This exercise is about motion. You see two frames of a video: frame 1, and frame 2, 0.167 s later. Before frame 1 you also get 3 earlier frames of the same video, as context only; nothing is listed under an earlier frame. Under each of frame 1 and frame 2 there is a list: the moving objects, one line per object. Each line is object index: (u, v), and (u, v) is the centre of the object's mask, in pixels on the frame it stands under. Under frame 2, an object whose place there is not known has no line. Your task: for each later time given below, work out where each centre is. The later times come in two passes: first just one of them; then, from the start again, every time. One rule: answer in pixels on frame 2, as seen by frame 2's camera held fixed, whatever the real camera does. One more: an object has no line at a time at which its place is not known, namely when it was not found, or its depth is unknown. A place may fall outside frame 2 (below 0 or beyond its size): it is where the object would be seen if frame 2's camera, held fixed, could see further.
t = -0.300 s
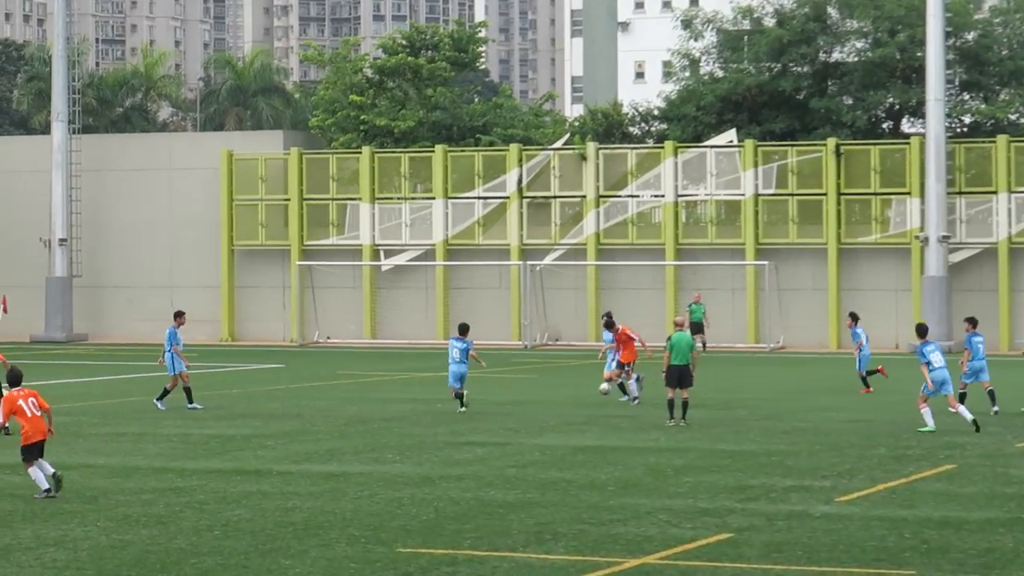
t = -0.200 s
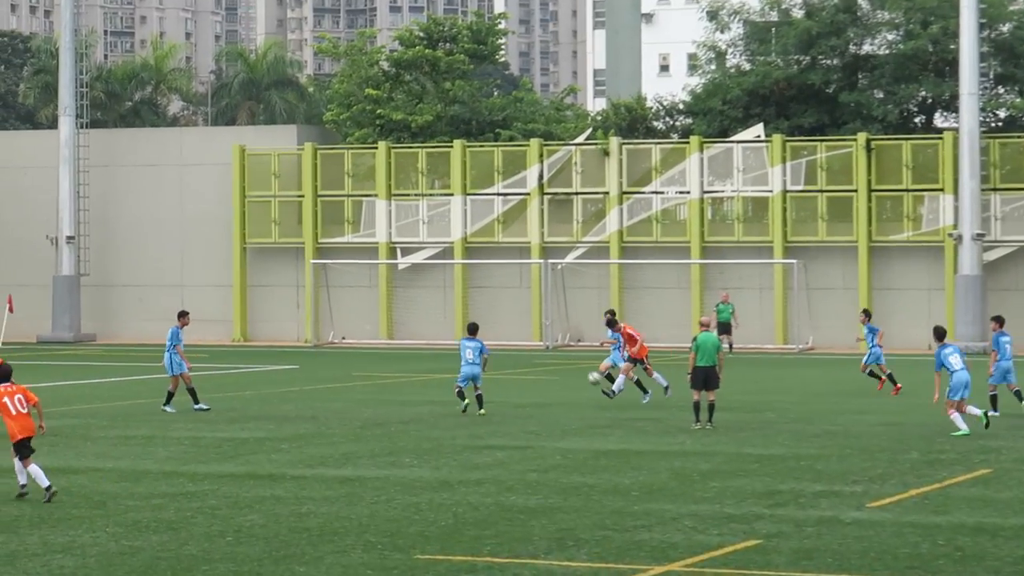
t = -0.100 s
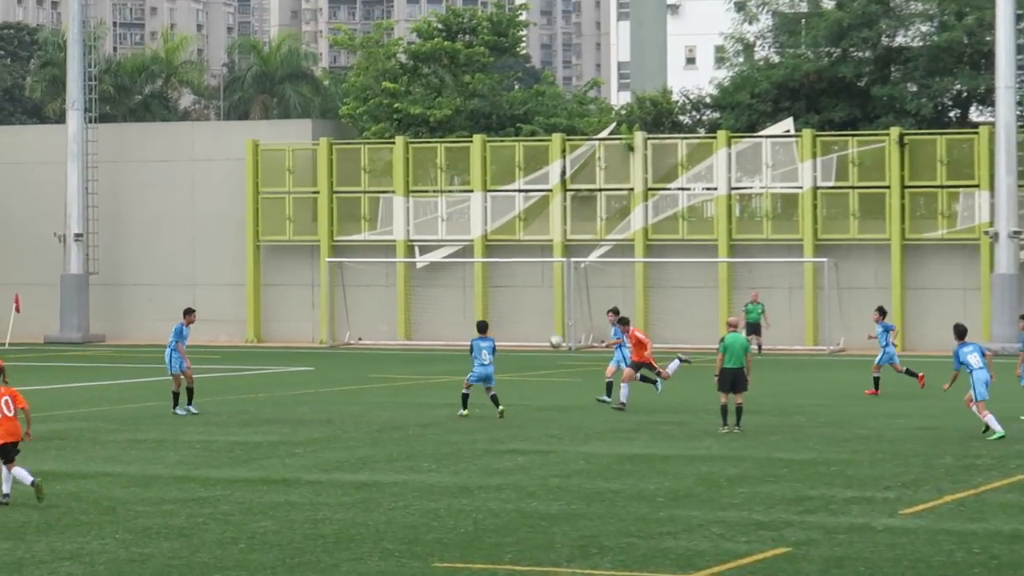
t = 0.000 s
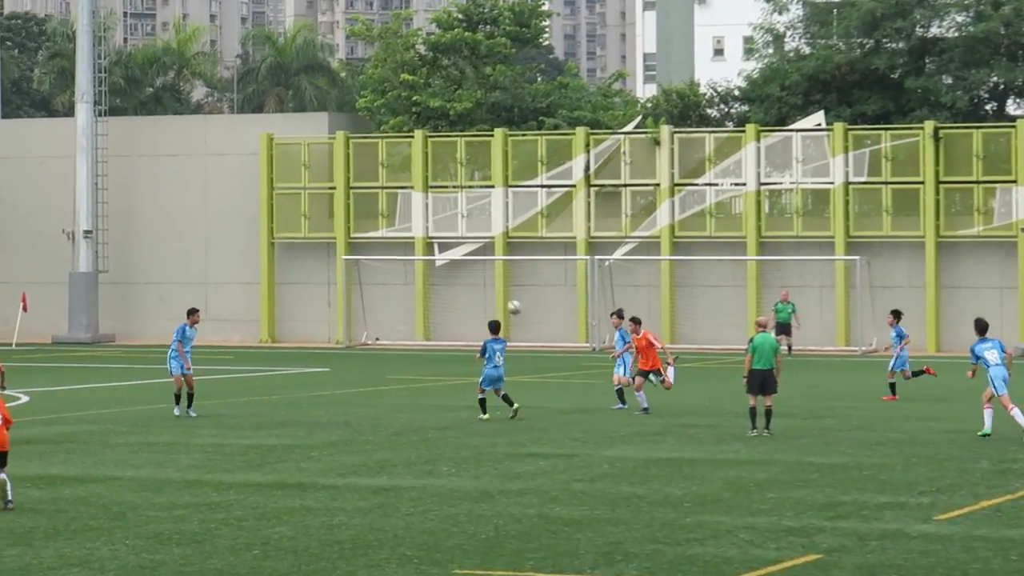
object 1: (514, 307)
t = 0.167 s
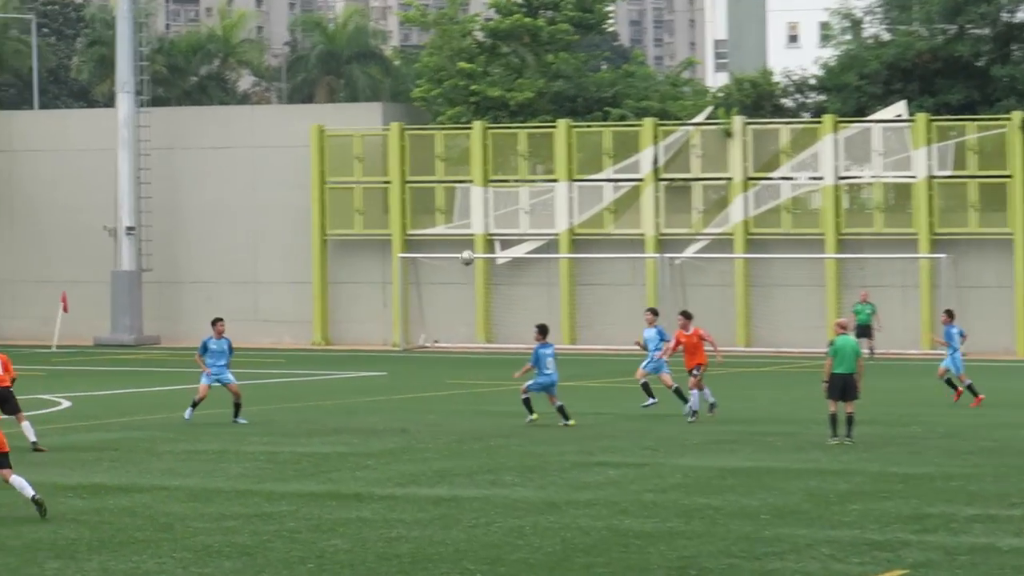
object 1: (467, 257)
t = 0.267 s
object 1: (400, 231)
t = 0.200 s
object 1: (445, 248)
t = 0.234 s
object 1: (423, 241)
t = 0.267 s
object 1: (400, 231)
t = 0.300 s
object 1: (377, 226)
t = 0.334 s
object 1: (354, 219)
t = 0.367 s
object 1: (331, 213)
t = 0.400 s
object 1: (306, 207)
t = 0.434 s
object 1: (283, 201)
